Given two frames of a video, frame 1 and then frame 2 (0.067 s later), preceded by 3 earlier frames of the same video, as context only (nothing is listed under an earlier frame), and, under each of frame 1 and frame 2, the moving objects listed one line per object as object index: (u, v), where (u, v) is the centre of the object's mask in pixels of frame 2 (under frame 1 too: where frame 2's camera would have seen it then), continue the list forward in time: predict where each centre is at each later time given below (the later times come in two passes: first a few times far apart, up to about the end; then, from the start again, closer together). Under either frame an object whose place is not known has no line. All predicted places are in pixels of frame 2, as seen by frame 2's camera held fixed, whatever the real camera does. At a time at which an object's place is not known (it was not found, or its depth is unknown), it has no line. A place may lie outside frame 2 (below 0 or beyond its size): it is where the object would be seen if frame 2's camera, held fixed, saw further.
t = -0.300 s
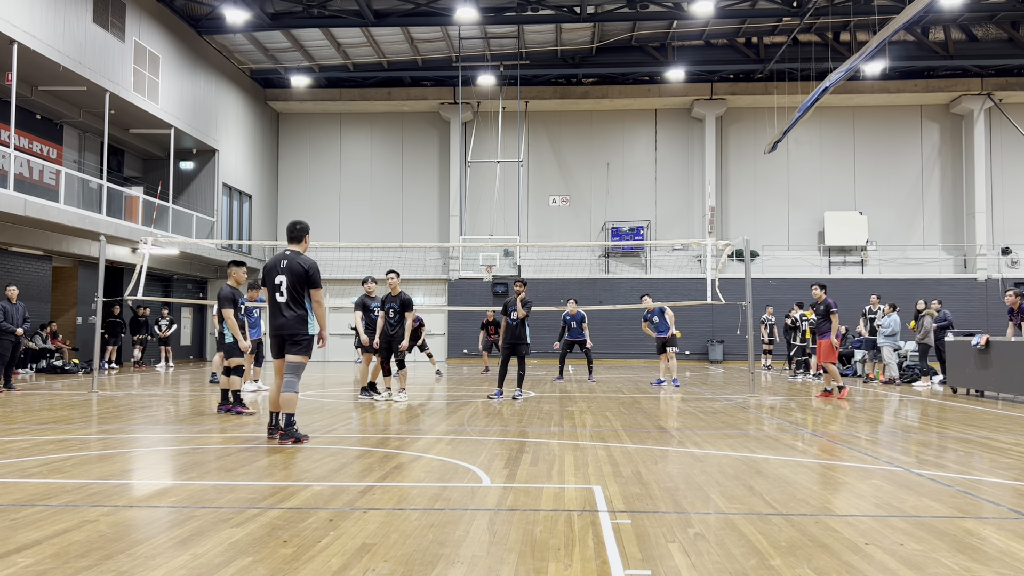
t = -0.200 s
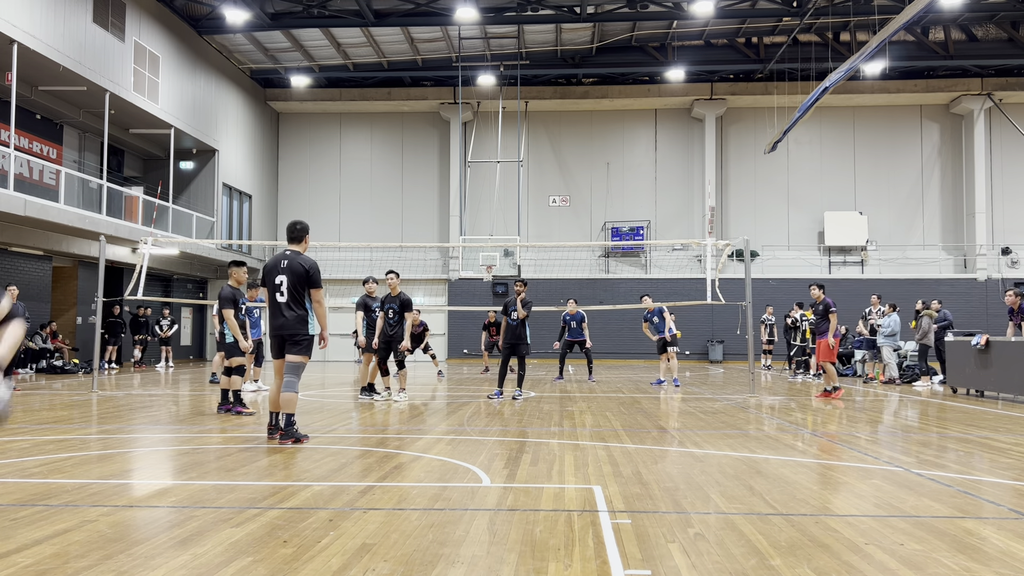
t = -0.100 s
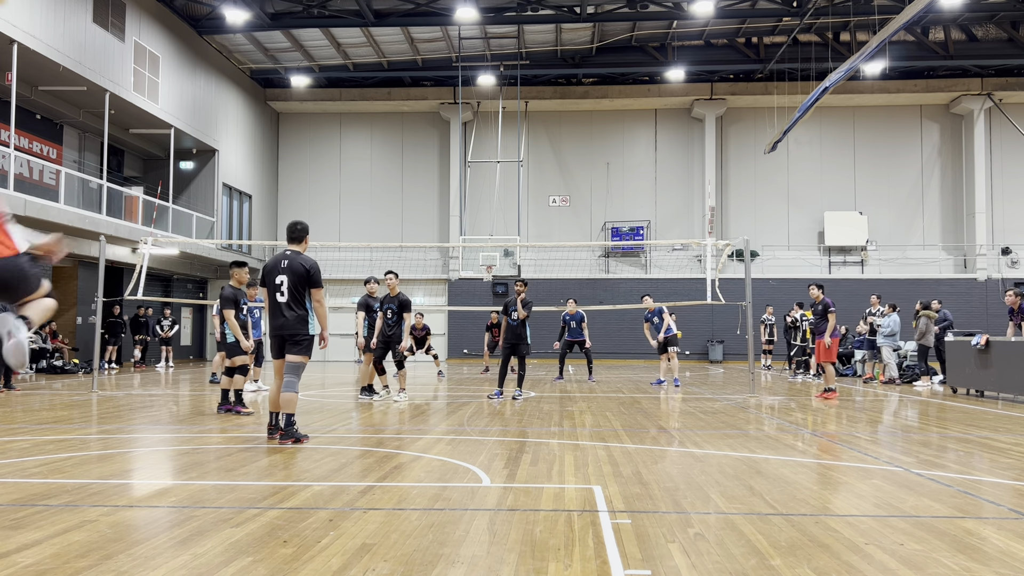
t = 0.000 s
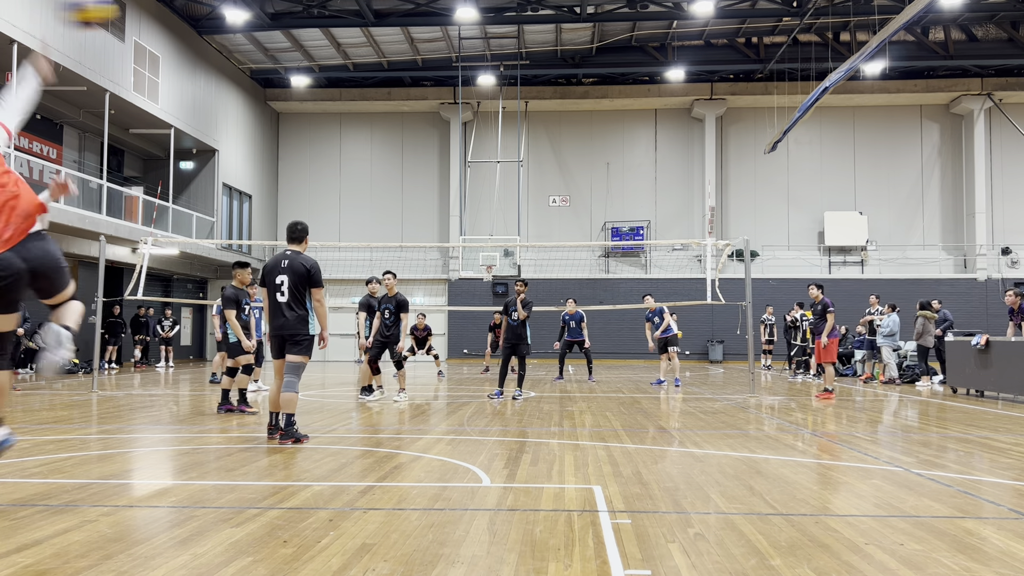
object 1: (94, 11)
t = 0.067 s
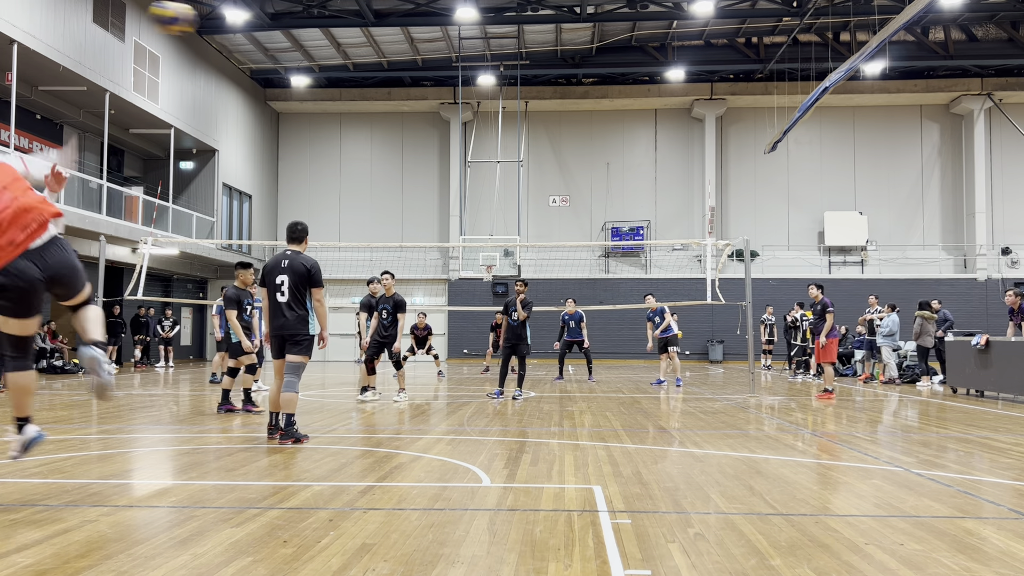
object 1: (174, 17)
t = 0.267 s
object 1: (319, 58)
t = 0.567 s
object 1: (417, 135)
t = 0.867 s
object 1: (466, 219)
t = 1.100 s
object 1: (490, 290)
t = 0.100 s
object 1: (204, 22)
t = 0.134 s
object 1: (235, 28)
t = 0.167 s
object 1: (260, 34)
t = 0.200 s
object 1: (282, 41)
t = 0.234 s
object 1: (302, 49)
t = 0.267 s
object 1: (319, 58)
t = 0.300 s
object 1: (334, 66)
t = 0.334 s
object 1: (348, 75)
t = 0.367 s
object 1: (360, 83)
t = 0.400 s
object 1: (372, 91)
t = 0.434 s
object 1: (382, 99)
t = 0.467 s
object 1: (392, 108)
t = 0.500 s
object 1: (401, 116)
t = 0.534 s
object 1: (409, 126)
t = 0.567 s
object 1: (417, 135)
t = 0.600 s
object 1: (424, 143)
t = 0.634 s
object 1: (431, 153)
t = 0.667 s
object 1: (437, 162)
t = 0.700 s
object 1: (443, 171)
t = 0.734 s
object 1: (448, 180)
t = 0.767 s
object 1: (453, 190)
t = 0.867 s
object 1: (466, 219)
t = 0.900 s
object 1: (470, 229)
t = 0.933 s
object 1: (473, 238)
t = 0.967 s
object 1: (476, 250)
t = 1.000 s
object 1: (481, 260)
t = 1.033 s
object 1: (484, 271)
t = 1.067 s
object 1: (487, 282)
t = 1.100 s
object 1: (490, 290)
